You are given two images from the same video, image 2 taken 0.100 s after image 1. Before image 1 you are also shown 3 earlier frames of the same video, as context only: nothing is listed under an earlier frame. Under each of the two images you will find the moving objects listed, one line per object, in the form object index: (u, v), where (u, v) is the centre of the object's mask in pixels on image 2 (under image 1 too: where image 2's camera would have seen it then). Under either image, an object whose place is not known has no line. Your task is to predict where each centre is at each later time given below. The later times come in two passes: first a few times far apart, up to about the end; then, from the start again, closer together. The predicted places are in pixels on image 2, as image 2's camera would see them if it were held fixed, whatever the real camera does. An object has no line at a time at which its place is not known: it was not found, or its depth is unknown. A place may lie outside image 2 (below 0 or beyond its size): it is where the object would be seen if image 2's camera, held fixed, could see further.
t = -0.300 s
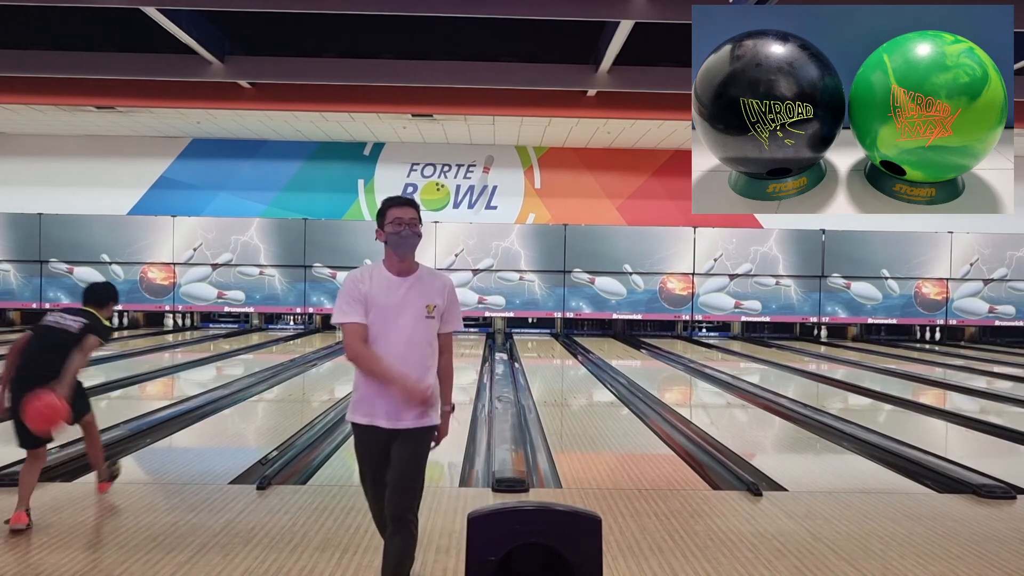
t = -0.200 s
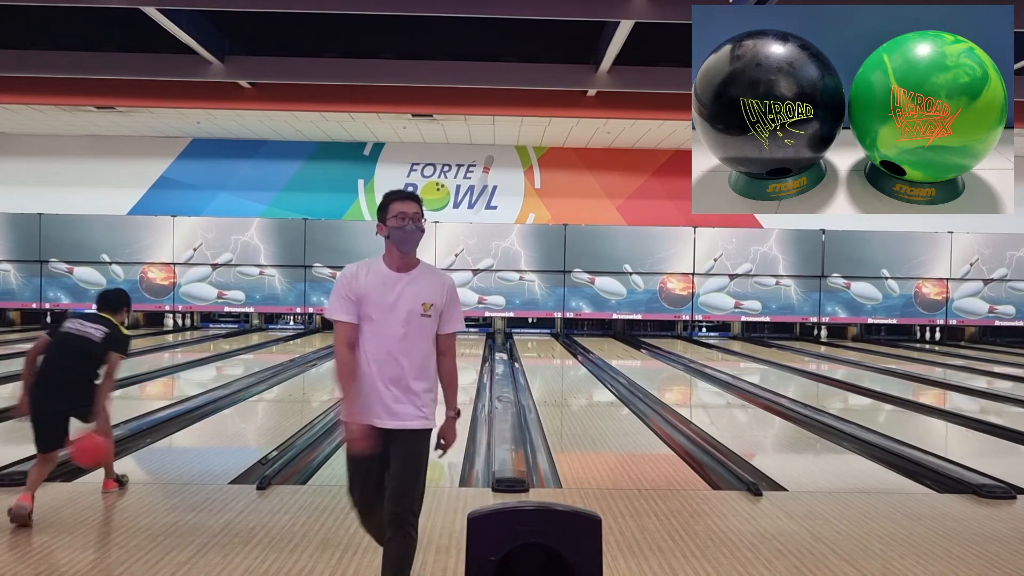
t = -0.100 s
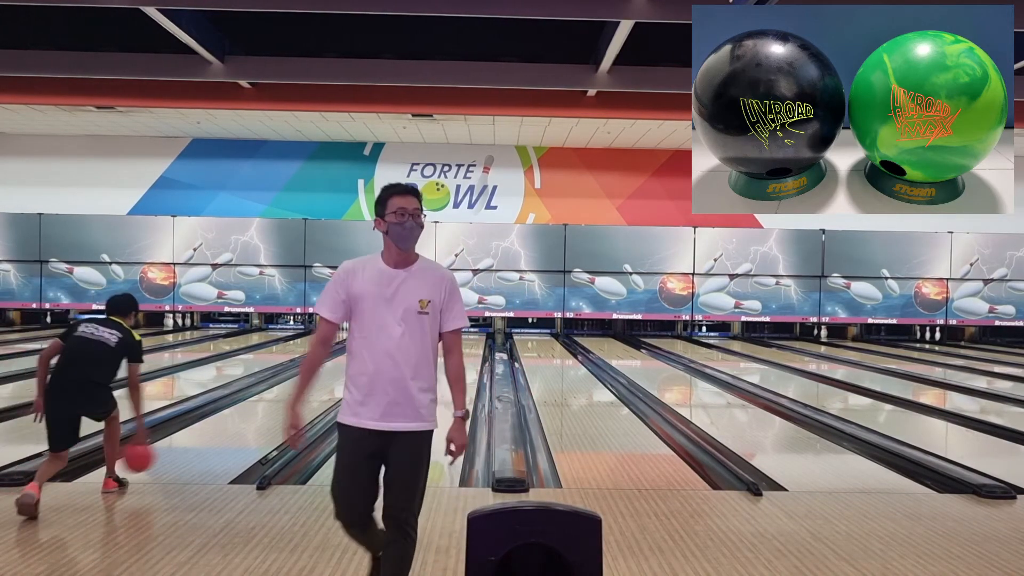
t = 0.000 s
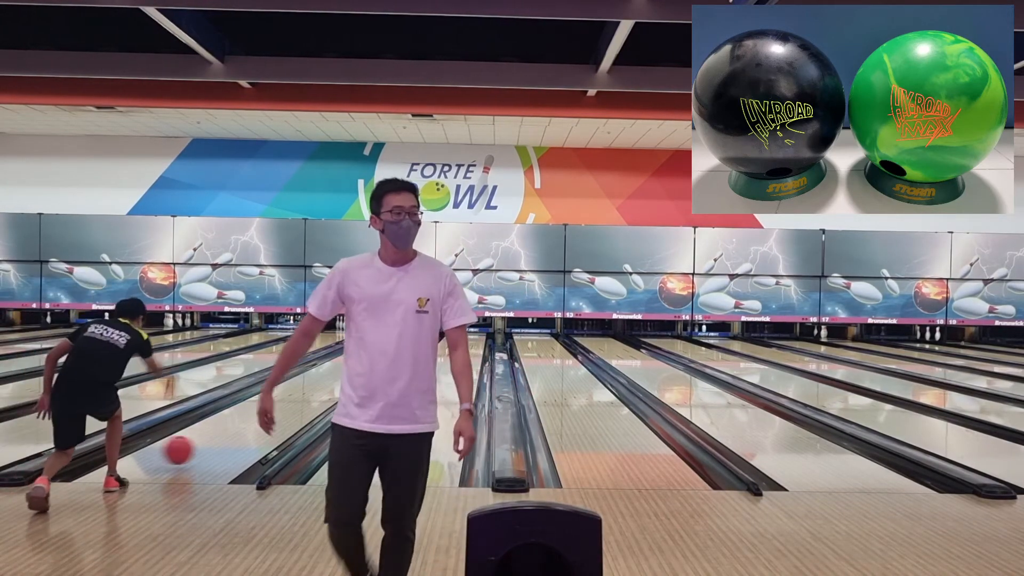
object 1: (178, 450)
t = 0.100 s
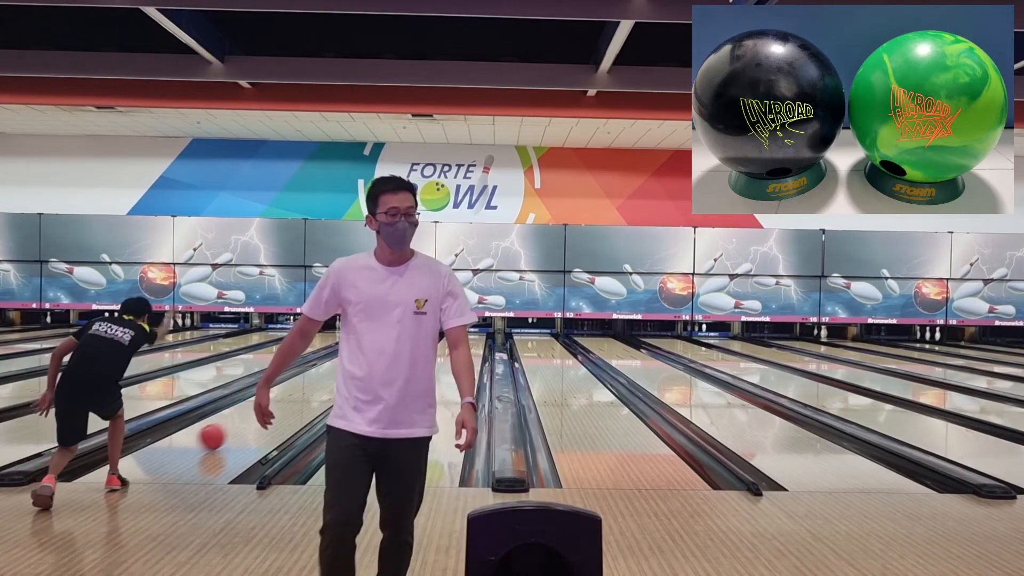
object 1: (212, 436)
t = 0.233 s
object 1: (247, 420)
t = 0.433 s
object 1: (282, 400)
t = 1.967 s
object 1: (403, 340)
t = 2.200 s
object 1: (410, 337)
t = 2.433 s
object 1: (418, 334)
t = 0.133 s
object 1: (222, 432)
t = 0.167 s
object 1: (230, 428)
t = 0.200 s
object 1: (239, 424)
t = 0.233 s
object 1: (247, 420)
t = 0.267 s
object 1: (254, 416)
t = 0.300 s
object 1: (261, 413)
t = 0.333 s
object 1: (269, 409)
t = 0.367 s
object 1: (275, 406)
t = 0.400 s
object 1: (279, 403)
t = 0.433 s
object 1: (282, 400)
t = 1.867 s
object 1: (399, 341)
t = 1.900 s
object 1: (401, 341)
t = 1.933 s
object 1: (402, 341)
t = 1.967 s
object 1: (403, 340)
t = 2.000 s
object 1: (404, 340)
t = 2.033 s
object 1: (405, 339)
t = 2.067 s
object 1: (406, 339)
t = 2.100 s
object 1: (407, 339)
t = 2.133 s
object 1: (408, 339)
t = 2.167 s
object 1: (409, 337)
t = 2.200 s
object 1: (410, 337)
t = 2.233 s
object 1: (411, 337)
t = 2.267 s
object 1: (413, 337)
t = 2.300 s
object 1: (414, 336)
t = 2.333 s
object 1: (414, 336)
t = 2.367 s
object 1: (415, 335)
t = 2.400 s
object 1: (417, 334)
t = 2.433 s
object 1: (418, 334)
